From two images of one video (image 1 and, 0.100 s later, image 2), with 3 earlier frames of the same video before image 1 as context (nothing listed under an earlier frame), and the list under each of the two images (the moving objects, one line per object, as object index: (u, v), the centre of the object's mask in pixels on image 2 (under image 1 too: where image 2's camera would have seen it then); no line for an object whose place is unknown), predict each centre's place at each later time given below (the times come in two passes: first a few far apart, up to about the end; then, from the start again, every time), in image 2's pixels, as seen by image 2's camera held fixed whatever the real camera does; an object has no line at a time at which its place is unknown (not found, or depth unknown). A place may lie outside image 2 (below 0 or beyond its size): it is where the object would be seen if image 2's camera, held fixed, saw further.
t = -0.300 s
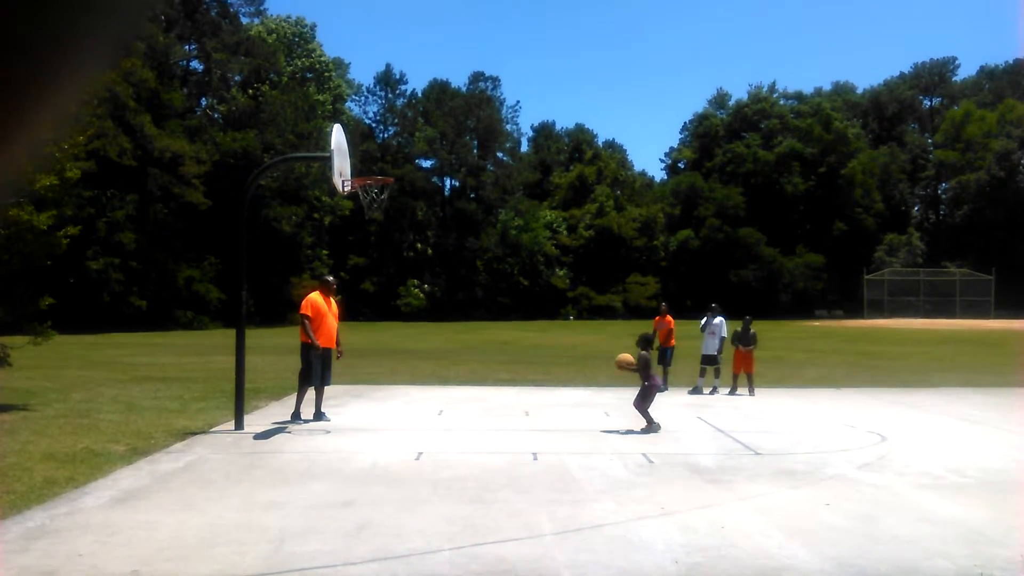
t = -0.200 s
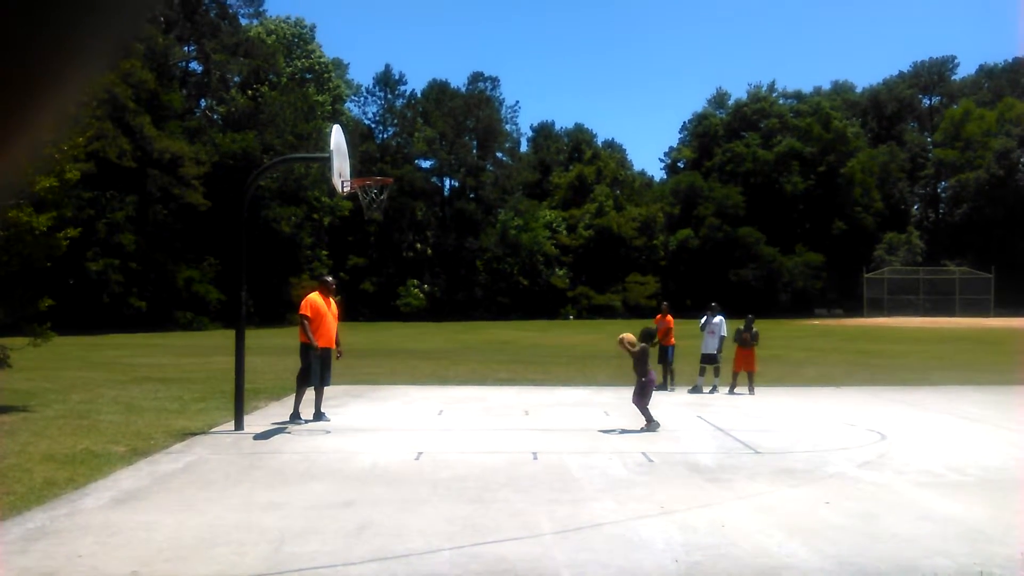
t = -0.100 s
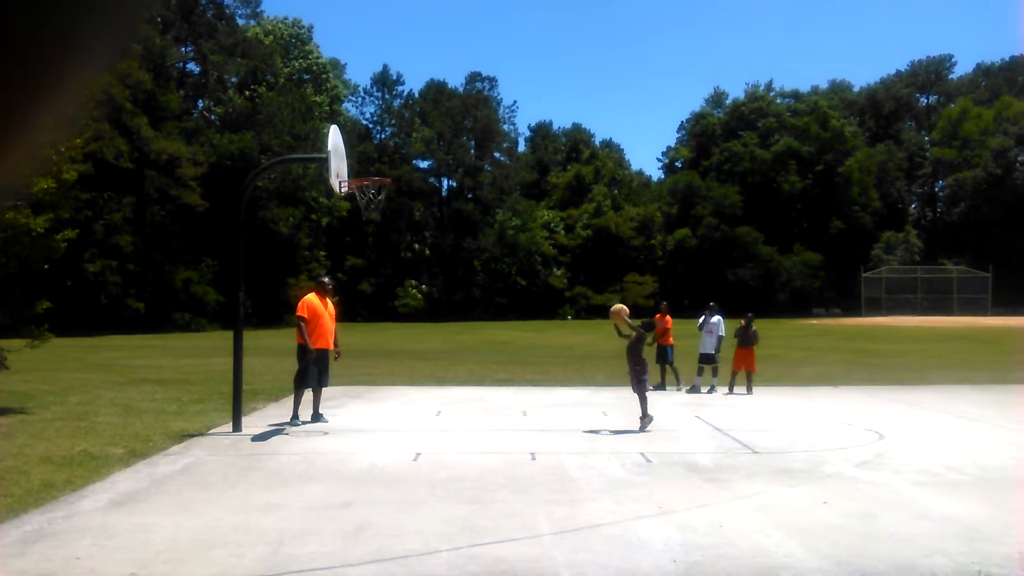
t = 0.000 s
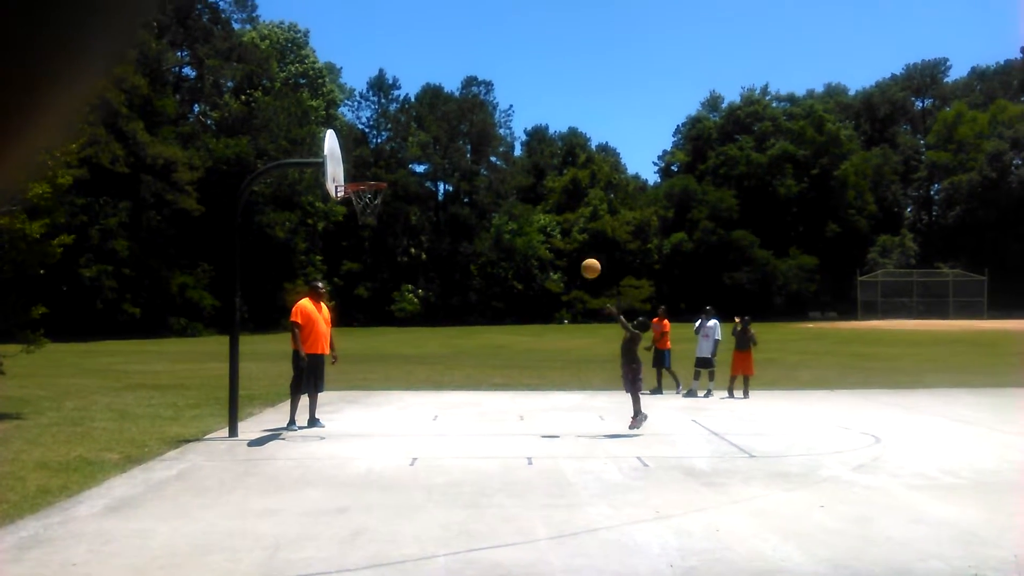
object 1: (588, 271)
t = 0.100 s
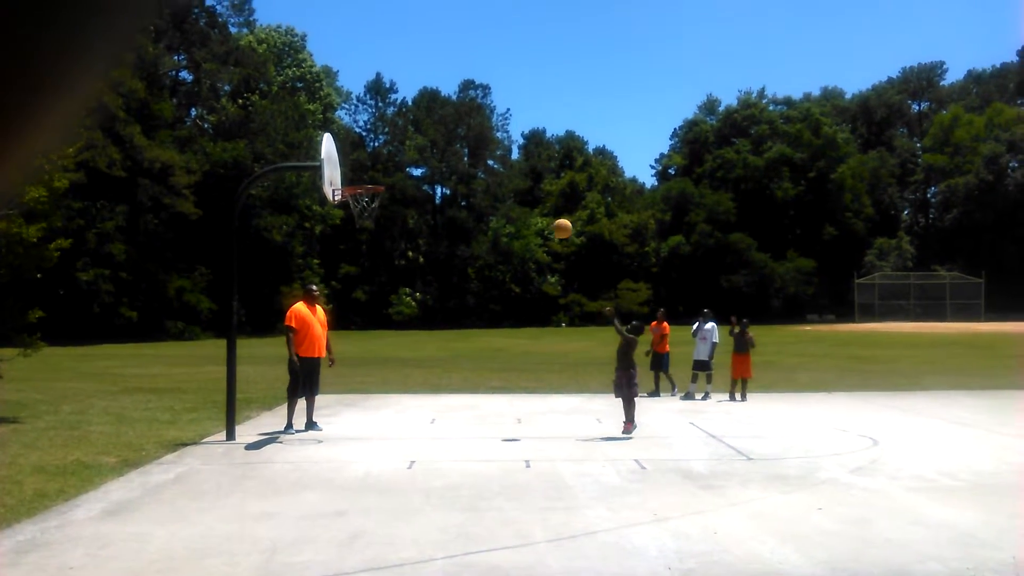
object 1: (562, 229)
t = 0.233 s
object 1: (528, 183)
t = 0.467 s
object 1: (468, 136)
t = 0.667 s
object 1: (417, 128)
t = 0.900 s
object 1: (357, 161)
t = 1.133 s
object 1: (342, 150)
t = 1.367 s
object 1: (341, 135)
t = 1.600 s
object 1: (338, 165)
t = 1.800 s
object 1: (336, 233)
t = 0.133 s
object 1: (554, 216)
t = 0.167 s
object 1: (545, 204)
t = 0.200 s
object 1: (536, 194)
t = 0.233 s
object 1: (528, 183)
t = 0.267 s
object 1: (519, 174)
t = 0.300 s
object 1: (511, 166)
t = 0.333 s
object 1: (502, 158)
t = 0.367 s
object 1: (494, 151)
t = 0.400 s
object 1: (485, 145)
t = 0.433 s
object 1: (477, 140)
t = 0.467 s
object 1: (468, 136)
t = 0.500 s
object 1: (460, 133)
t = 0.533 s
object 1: (451, 130)
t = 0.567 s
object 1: (443, 128)
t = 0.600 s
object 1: (434, 128)
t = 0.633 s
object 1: (426, 128)
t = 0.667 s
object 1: (417, 128)
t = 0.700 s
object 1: (409, 130)
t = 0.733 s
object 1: (400, 133)
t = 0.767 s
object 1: (392, 136)
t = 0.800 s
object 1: (383, 141)
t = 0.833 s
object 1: (374, 147)
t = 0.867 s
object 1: (365, 153)
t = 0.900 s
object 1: (357, 161)
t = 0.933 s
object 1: (349, 169)
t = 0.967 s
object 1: (340, 178)
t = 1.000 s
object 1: (342, 177)
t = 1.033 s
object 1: (343, 169)
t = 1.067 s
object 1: (342, 162)
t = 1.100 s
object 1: (342, 155)
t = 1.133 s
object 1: (342, 150)
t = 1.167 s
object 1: (342, 145)
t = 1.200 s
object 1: (342, 141)
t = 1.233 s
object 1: (342, 138)
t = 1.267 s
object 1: (341, 135)
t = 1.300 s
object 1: (341, 134)
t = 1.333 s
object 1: (341, 134)
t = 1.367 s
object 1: (341, 135)
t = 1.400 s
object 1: (340, 136)
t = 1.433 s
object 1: (340, 139)
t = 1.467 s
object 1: (340, 142)
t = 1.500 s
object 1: (340, 146)
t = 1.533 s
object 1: (340, 151)
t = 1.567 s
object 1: (339, 158)
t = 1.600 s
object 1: (338, 165)
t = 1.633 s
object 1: (338, 174)
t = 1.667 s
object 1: (338, 184)
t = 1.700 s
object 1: (337, 195)
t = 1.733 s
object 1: (338, 207)
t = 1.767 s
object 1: (336, 219)
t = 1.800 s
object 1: (336, 233)
